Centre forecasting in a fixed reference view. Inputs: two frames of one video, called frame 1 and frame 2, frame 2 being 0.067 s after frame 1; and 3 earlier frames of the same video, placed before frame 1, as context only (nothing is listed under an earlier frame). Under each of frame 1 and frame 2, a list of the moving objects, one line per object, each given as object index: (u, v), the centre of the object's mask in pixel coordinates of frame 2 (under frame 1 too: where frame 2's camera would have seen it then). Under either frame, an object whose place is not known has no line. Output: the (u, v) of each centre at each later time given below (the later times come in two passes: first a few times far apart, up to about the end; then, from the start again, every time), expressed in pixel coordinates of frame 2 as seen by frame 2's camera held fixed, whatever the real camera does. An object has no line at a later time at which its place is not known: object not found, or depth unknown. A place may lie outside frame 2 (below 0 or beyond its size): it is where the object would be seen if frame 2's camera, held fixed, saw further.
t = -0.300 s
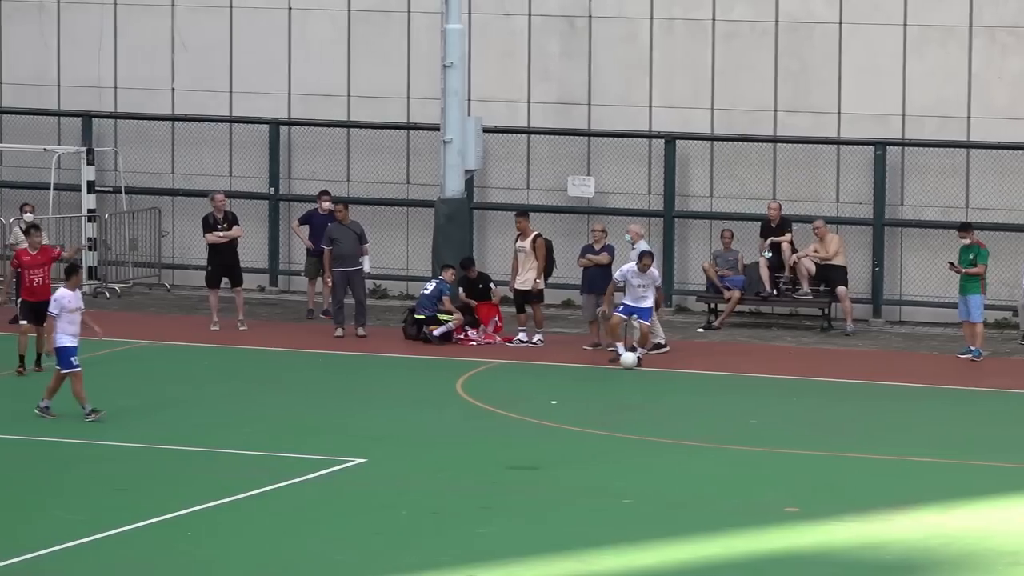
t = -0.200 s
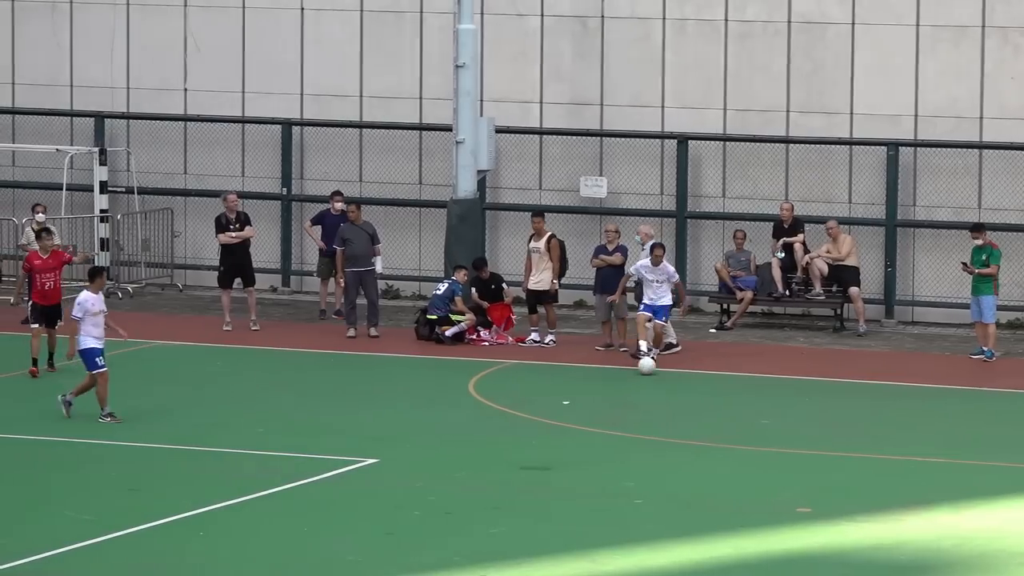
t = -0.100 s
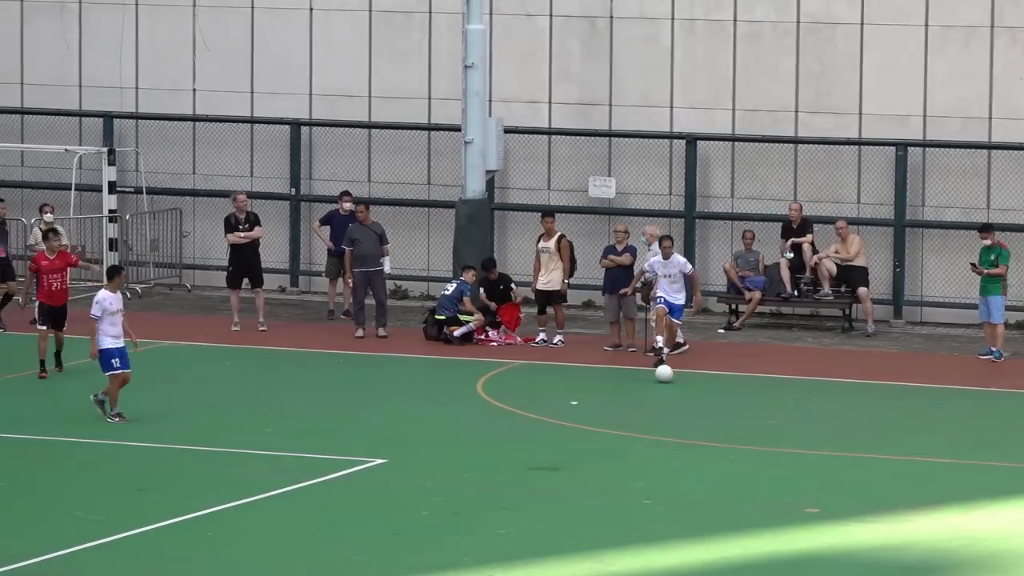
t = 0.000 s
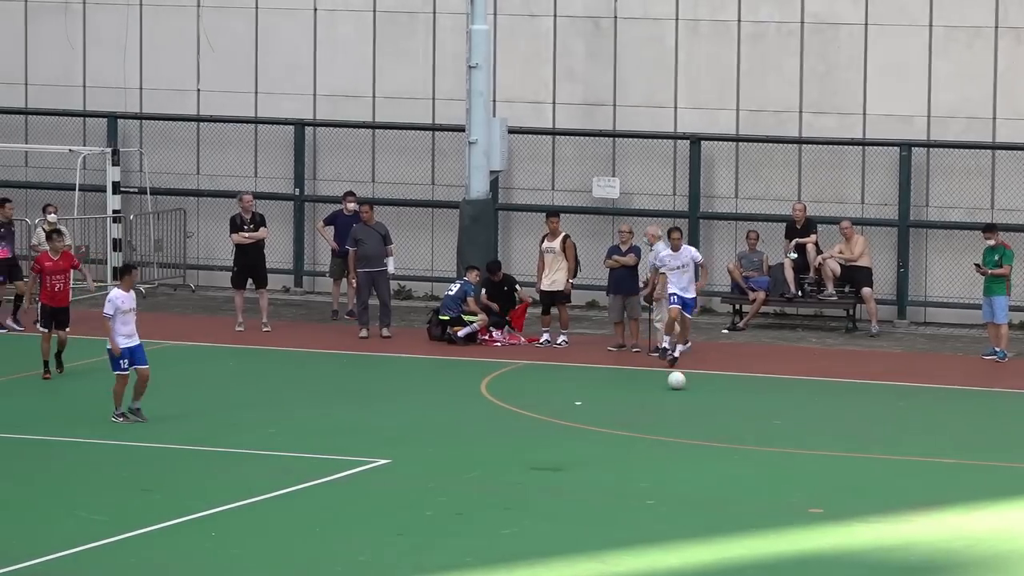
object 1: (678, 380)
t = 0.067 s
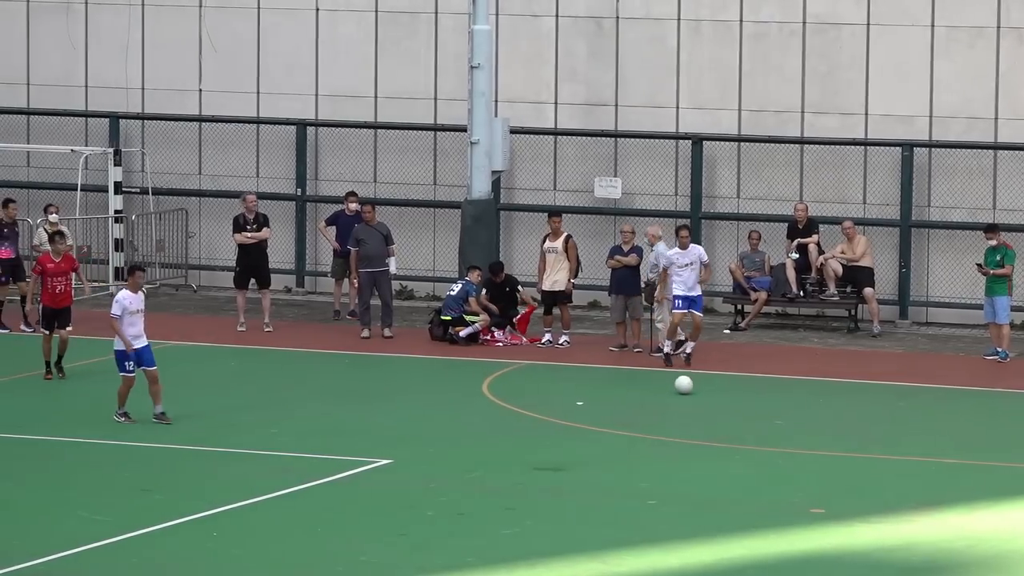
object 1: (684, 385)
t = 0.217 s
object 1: (695, 393)
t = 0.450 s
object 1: (714, 404)
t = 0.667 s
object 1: (731, 416)
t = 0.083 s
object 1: (685, 385)
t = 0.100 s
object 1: (686, 386)
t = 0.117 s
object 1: (687, 387)
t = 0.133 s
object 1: (689, 389)
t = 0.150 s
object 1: (690, 390)
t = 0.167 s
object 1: (692, 391)
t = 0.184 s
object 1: (693, 391)
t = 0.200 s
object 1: (694, 392)
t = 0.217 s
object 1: (695, 393)
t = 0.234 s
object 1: (697, 395)
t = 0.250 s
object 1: (698, 396)
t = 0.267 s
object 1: (699, 396)
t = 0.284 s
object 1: (701, 396)
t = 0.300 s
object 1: (702, 397)
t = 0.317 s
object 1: (703, 398)
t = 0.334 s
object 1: (704, 399)
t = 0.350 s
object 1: (706, 401)
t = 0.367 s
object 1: (707, 401)
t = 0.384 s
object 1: (708, 402)
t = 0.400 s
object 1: (710, 402)
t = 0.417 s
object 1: (711, 402)
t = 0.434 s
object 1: (712, 403)
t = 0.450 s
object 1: (714, 404)
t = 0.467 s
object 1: (715, 405)
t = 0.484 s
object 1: (717, 407)
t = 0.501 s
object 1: (718, 408)
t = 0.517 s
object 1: (719, 408)
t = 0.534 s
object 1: (720, 409)
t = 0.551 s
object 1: (722, 409)
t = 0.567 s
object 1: (723, 409)
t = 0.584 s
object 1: (724, 410)
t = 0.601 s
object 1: (726, 411)
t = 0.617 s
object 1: (727, 412)
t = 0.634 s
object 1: (728, 414)
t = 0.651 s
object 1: (730, 416)
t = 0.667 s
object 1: (731, 416)
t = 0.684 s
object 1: (733, 416)
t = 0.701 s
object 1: (734, 416)
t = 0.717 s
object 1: (735, 416)
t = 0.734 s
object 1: (737, 417)
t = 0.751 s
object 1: (738, 418)
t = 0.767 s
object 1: (740, 419)
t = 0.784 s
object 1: (741, 420)
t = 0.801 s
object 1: (742, 422)
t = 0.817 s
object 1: (744, 424)
